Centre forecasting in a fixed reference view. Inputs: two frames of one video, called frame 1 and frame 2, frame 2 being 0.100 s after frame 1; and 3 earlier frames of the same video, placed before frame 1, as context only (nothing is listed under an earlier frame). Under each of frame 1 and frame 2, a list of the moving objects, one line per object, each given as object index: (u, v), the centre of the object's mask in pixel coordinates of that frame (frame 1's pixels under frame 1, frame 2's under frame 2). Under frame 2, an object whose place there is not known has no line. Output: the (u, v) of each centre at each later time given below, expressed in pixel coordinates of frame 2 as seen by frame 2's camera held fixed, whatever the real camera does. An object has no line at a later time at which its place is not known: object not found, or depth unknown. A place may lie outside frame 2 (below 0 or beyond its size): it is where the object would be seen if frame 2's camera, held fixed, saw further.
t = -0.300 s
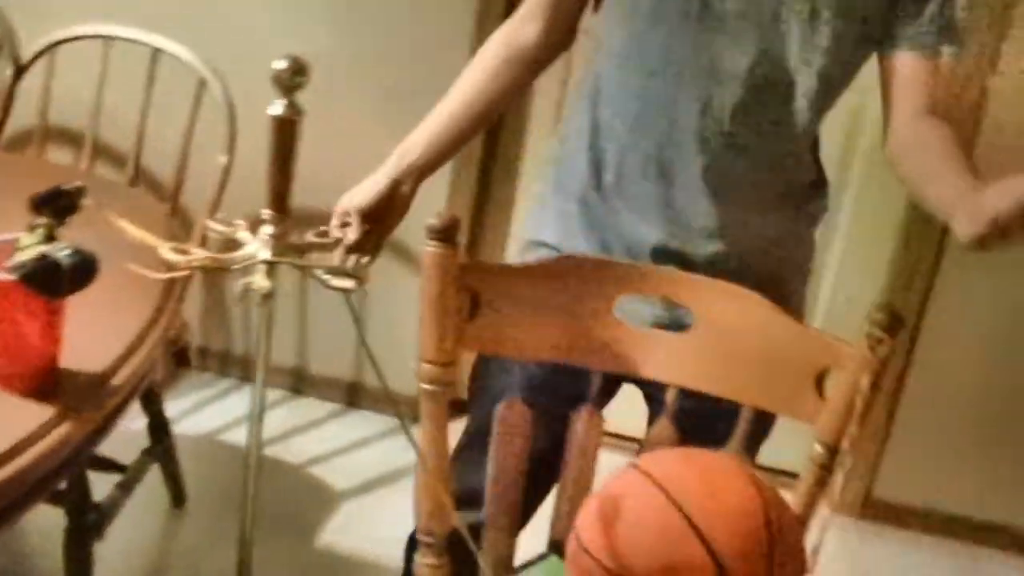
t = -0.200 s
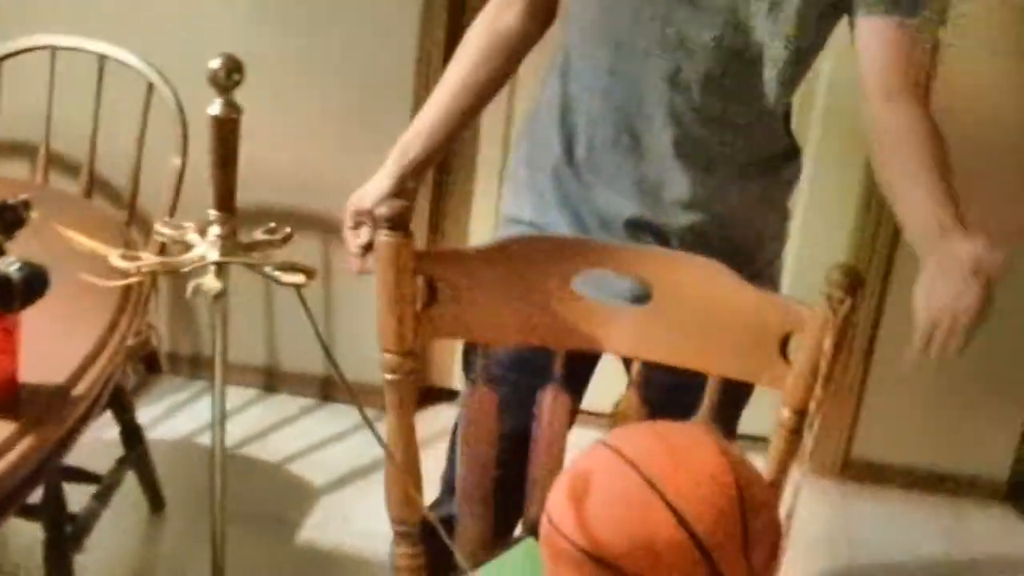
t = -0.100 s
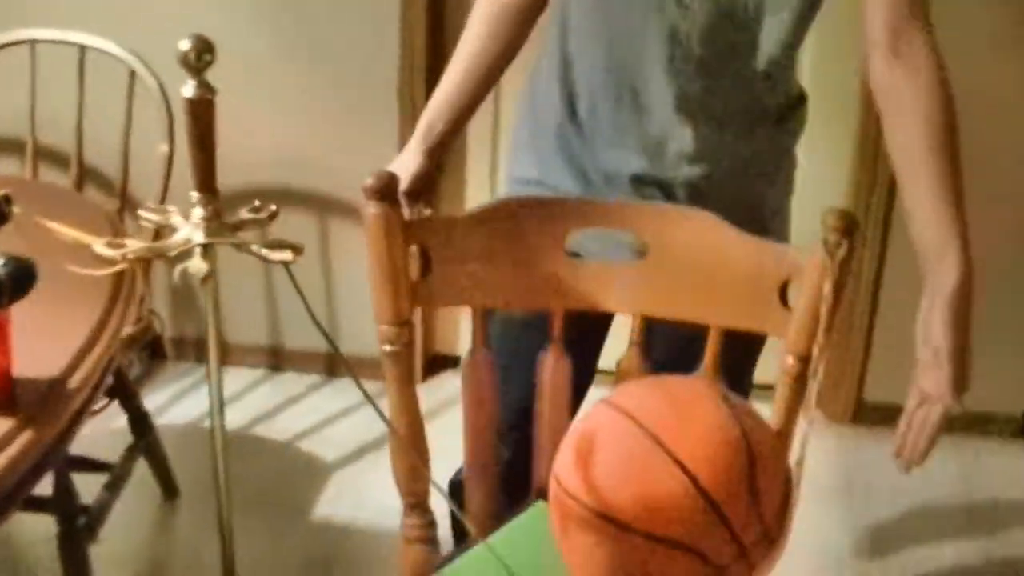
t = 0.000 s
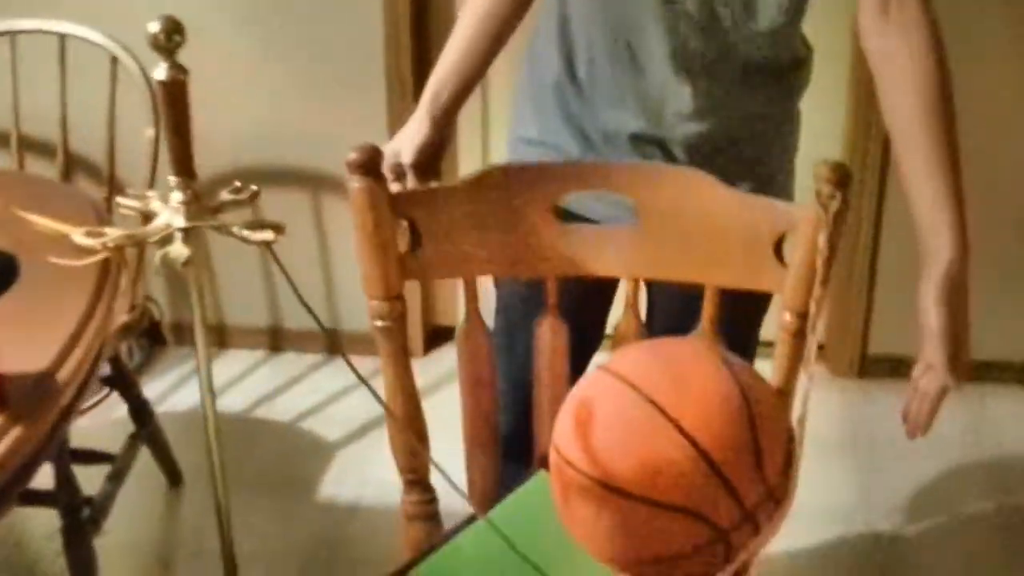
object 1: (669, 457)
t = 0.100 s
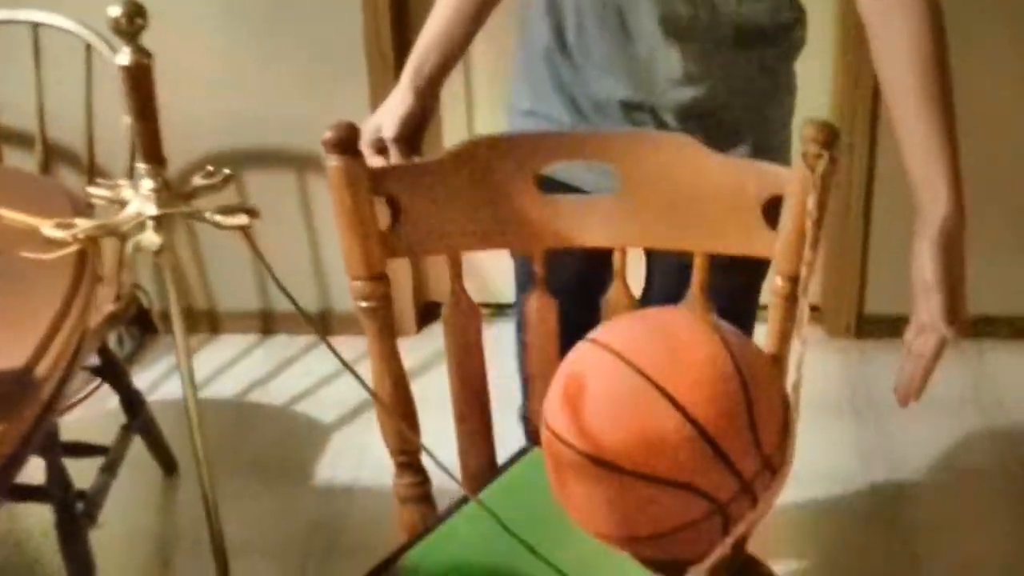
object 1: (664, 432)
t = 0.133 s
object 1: (664, 432)
